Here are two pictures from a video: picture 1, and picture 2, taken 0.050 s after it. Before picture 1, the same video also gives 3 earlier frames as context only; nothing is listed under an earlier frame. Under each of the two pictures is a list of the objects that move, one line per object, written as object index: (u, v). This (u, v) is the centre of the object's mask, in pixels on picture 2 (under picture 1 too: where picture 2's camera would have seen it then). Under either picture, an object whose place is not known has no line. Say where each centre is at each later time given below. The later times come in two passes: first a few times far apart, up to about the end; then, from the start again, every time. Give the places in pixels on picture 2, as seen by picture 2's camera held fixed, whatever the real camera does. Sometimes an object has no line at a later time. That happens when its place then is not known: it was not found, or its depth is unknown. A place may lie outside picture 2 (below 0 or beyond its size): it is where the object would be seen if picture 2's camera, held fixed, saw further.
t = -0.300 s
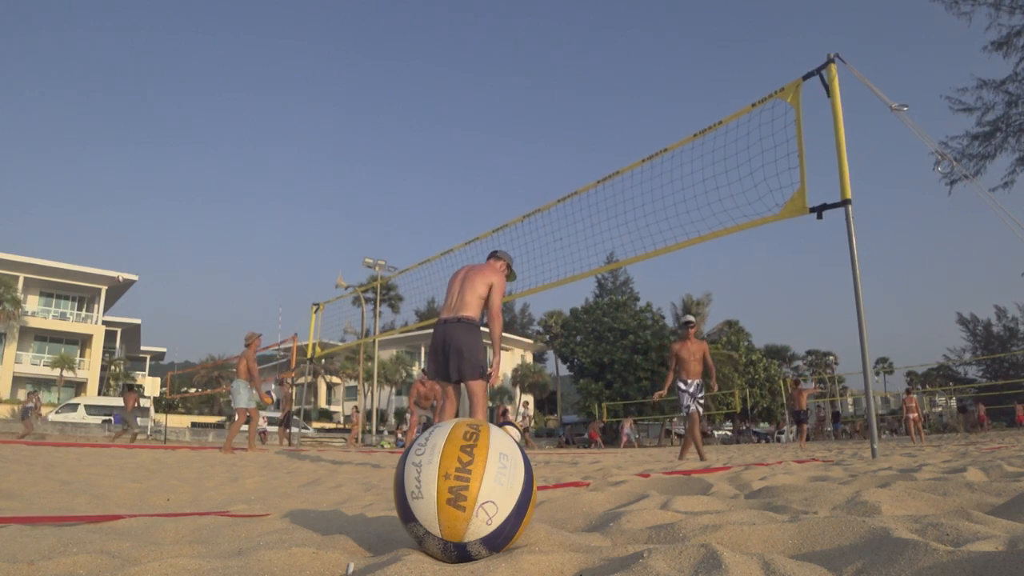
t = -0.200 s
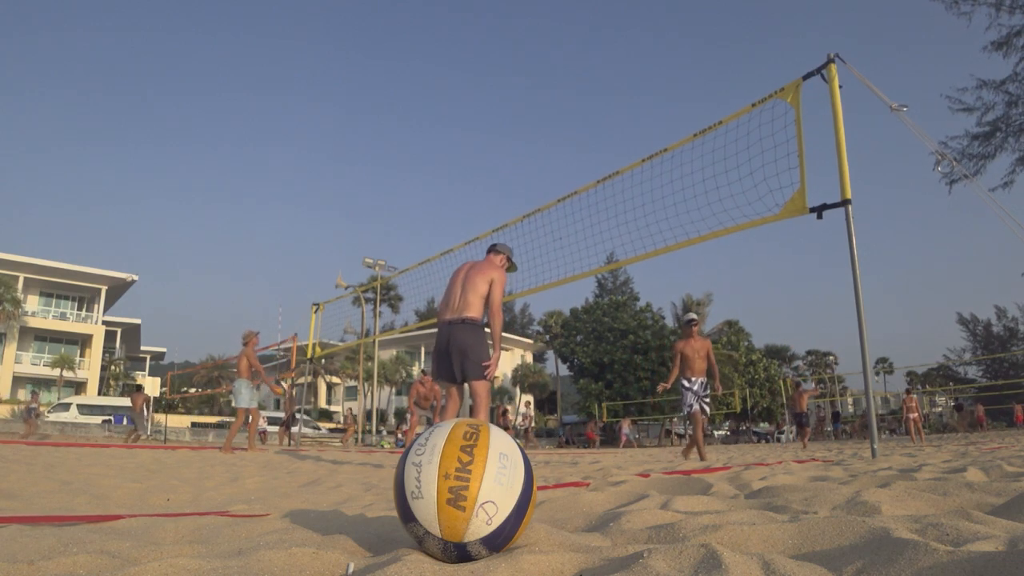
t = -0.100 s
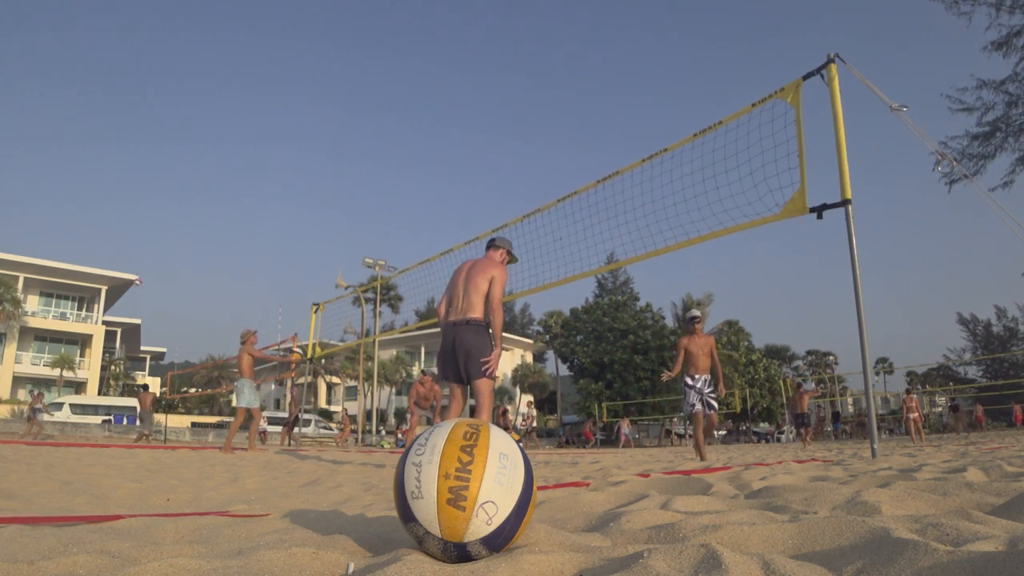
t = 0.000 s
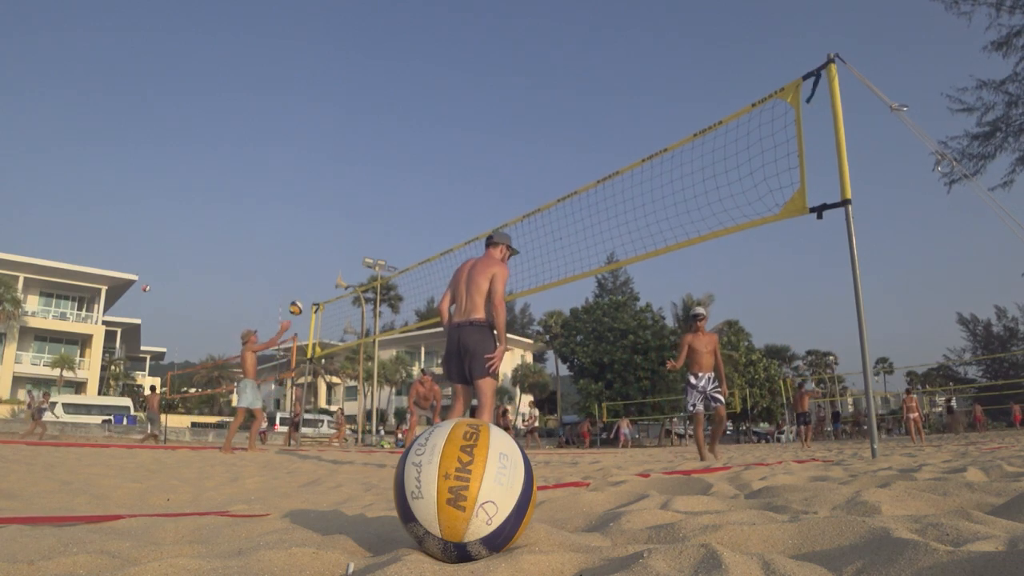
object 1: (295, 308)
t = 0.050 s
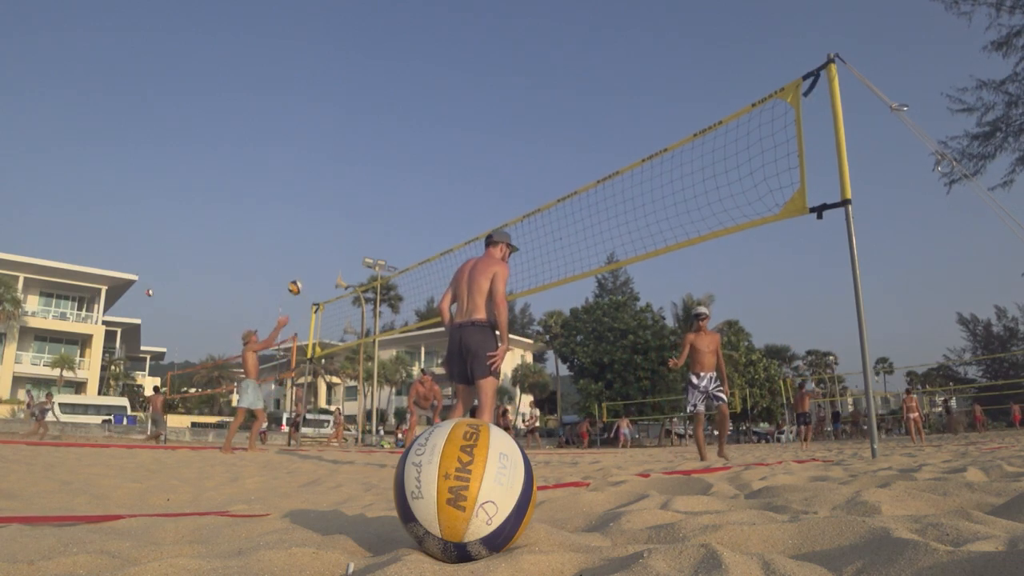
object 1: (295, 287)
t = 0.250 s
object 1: (291, 226)
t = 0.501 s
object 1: (284, 190)
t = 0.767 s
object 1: (273, 197)
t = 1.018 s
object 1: (262, 243)
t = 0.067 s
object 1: (294, 281)
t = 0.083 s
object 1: (294, 275)
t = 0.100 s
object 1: (294, 269)
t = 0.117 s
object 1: (293, 263)
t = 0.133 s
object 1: (293, 258)
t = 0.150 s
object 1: (293, 252)
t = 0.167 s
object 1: (293, 247)
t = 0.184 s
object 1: (293, 242)
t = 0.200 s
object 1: (292, 238)
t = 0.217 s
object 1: (292, 233)
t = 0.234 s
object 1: (291, 229)
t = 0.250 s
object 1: (291, 226)
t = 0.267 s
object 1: (291, 221)
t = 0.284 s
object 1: (290, 218)
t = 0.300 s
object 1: (290, 215)
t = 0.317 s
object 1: (289, 212)
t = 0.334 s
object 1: (289, 209)
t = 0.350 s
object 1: (288, 206)
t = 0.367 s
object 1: (288, 204)
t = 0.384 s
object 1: (288, 201)
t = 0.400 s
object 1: (287, 199)
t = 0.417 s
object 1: (286, 197)
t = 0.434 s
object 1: (286, 195)
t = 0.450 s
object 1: (285, 194)
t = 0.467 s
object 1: (285, 192)
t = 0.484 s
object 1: (284, 191)
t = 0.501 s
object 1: (284, 190)
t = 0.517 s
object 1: (283, 189)
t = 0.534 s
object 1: (282, 189)
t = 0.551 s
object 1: (282, 188)
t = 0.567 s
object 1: (281, 188)
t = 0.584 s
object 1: (280, 188)
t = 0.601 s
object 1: (280, 188)
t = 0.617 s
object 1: (280, 188)
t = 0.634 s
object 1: (279, 188)
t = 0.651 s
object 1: (278, 189)
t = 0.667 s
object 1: (277, 189)
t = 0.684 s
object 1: (277, 191)
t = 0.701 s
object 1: (276, 192)
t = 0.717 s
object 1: (275, 193)
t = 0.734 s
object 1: (274, 194)
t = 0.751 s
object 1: (274, 196)
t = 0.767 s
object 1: (273, 197)
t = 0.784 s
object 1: (272, 199)
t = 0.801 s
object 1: (272, 201)
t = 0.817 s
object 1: (271, 203)
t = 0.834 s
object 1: (270, 206)
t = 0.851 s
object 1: (269, 208)
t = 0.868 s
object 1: (269, 211)
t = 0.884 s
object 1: (268, 214)
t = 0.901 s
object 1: (267, 217)
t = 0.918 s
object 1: (266, 220)
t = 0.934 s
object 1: (265, 224)
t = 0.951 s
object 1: (265, 227)
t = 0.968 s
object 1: (264, 231)
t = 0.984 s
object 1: (263, 235)
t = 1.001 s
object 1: (262, 239)
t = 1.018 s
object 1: (262, 243)
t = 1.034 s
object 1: (261, 248)
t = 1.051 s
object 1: (260, 252)
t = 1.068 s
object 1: (260, 257)
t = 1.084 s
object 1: (259, 262)
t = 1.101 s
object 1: (258, 267)
